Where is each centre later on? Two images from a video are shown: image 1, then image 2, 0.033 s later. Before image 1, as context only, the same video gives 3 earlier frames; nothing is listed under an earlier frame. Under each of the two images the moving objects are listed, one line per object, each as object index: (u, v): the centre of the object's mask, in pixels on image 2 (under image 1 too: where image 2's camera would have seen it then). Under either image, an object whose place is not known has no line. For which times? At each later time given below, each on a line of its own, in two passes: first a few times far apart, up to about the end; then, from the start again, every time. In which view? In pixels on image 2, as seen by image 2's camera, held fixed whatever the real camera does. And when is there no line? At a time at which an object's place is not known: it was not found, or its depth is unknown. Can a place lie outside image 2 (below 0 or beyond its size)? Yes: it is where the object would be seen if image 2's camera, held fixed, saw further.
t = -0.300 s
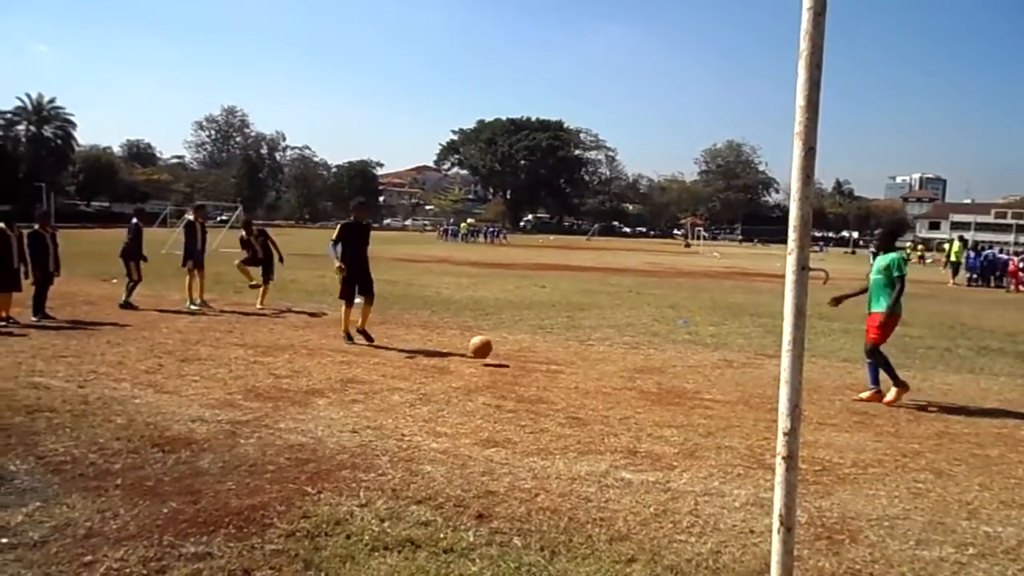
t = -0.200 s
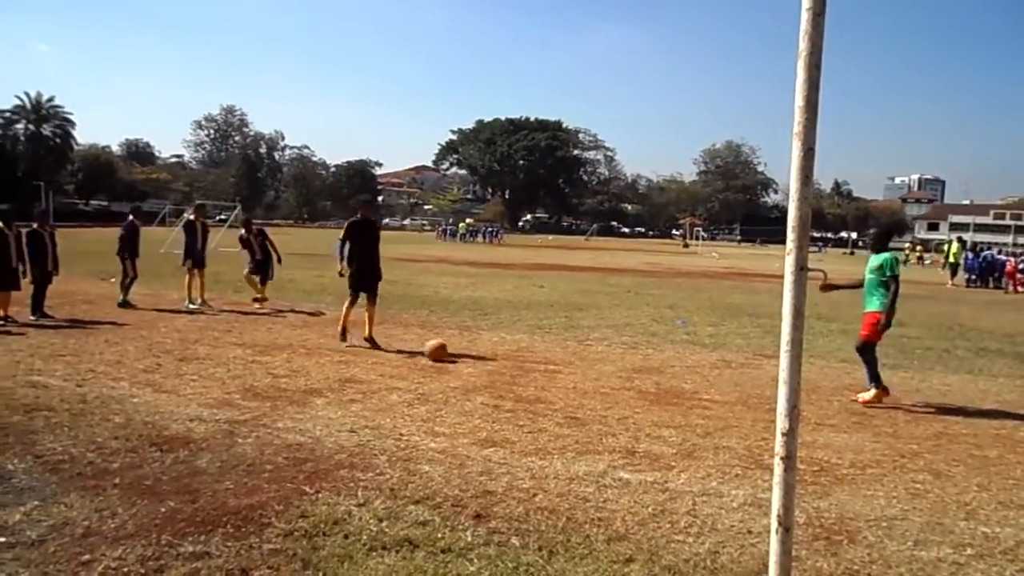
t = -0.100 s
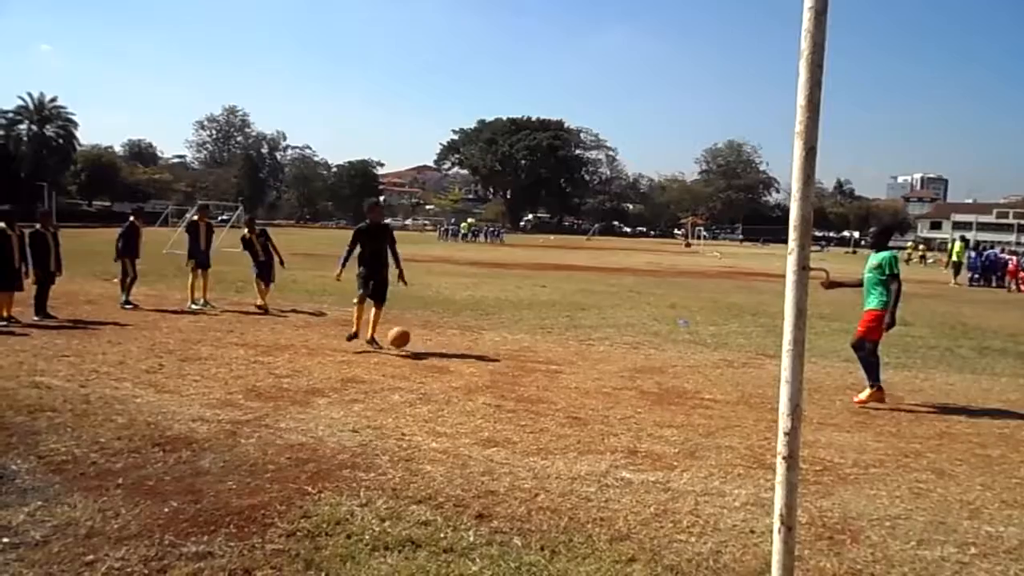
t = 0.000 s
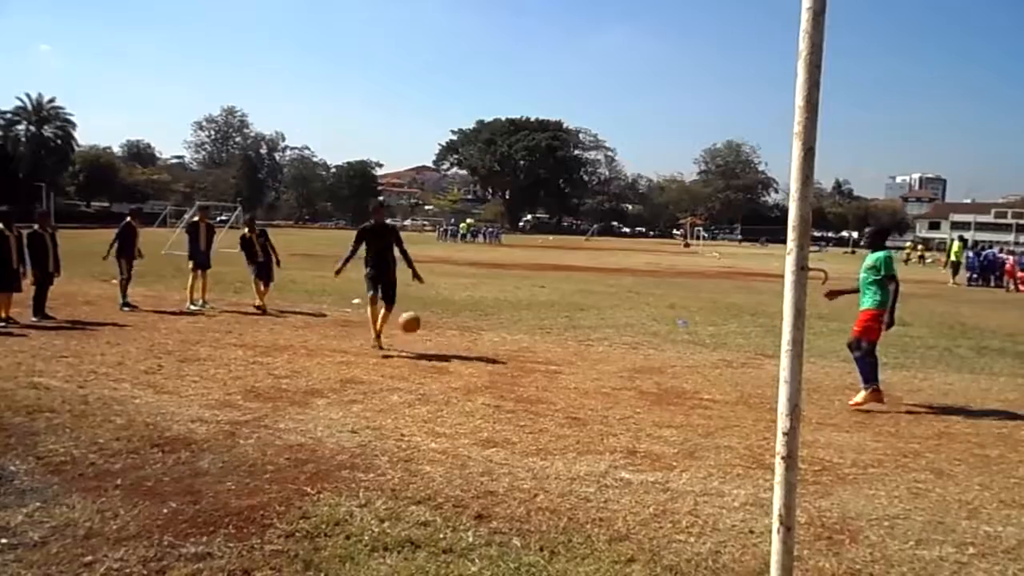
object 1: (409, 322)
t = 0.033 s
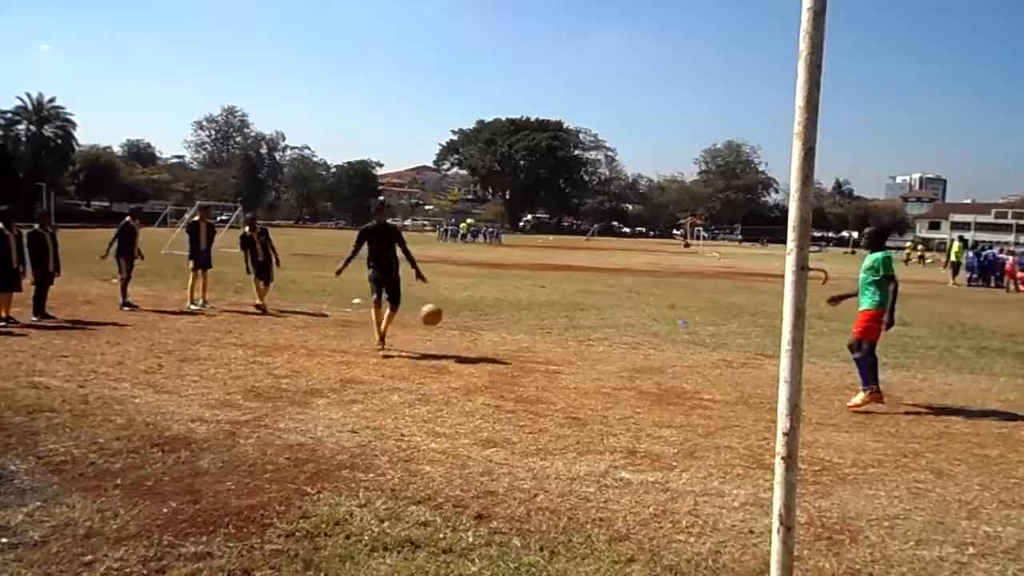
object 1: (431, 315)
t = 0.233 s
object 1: (564, 290)
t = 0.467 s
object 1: (721, 313)
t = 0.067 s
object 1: (453, 308)
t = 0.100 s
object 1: (474, 302)
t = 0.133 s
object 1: (497, 298)
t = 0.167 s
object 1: (520, 294)
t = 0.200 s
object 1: (541, 292)
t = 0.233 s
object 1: (564, 290)
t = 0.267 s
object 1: (586, 290)
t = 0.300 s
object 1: (609, 291)
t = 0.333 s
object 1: (632, 293)
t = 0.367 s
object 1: (654, 296)
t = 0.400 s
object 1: (677, 300)
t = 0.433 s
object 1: (699, 307)
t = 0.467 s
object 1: (721, 313)
